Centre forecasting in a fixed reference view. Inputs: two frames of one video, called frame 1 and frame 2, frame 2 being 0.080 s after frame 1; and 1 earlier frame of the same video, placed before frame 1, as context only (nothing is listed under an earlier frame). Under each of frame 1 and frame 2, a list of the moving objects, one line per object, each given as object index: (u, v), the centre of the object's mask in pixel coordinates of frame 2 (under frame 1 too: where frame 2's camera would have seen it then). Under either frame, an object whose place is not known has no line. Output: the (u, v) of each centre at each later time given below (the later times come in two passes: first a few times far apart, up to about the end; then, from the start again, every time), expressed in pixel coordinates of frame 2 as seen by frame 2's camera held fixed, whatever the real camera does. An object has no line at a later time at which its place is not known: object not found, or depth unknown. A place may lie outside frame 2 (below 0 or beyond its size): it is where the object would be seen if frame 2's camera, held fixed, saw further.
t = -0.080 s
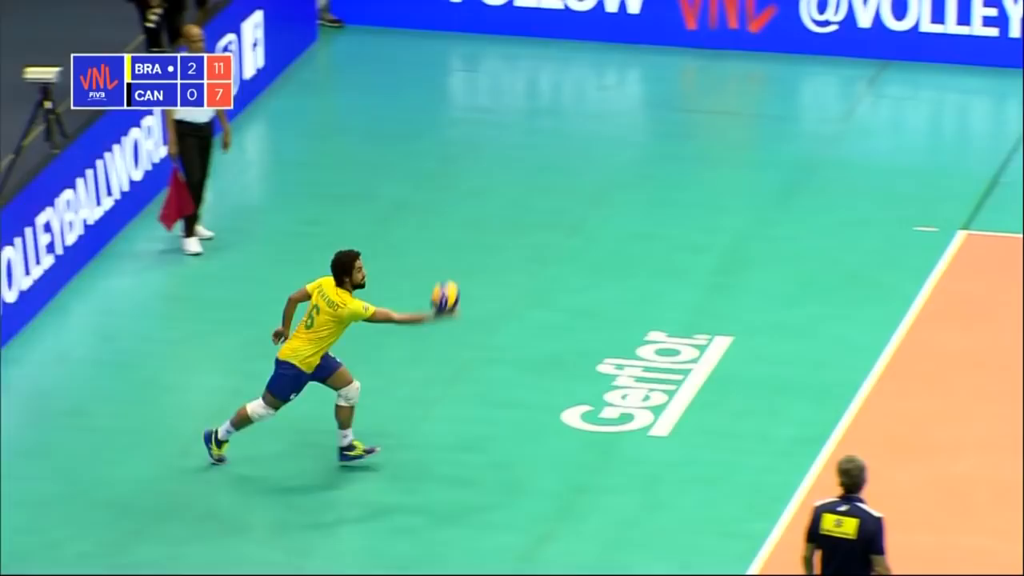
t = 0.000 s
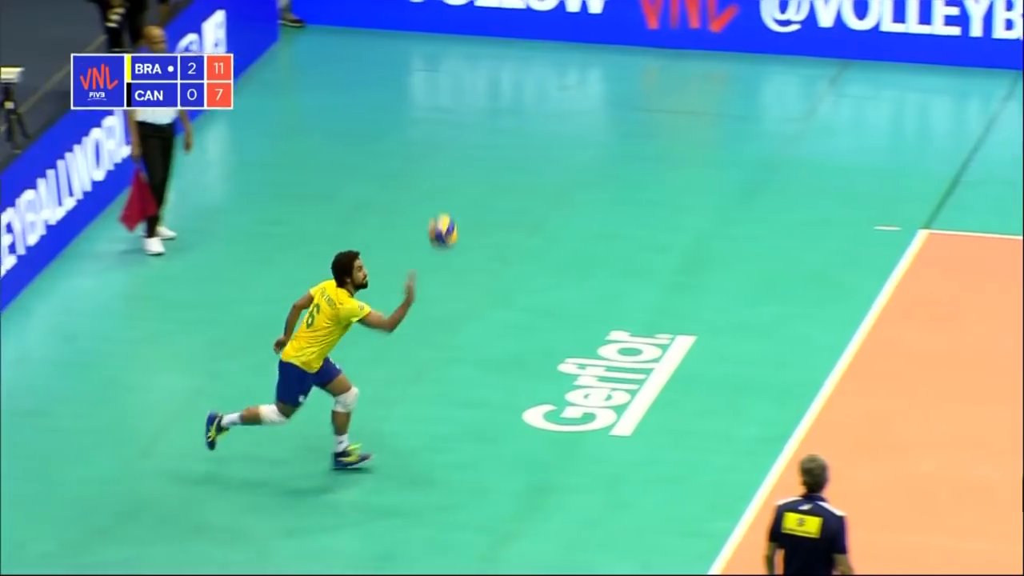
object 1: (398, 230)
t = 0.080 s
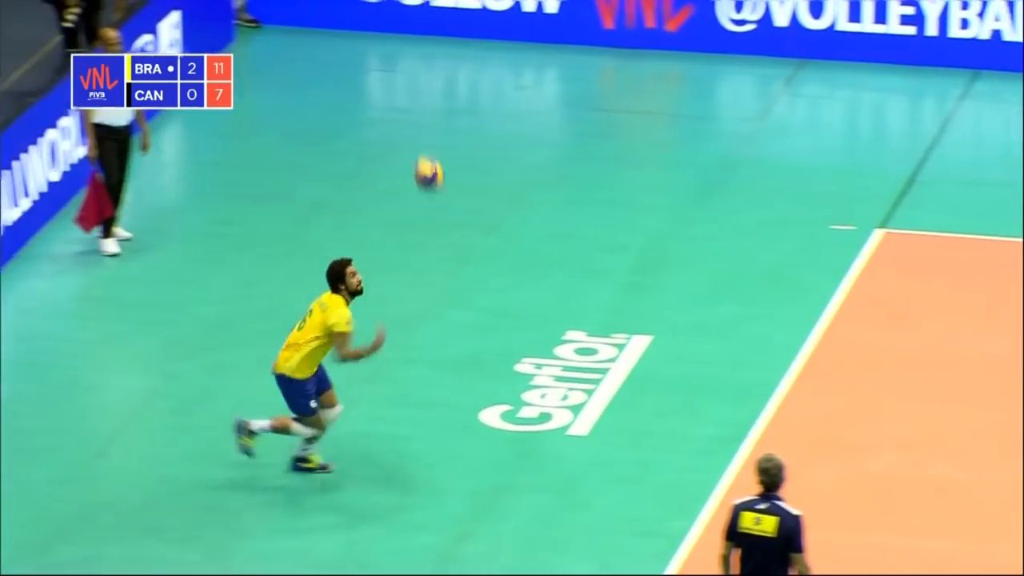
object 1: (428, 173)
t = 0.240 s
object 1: (490, 84)
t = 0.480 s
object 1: (585, 12)
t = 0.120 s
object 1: (444, 147)
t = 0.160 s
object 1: (460, 125)
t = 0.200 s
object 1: (475, 103)
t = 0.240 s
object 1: (490, 84)
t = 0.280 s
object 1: (506, 66)
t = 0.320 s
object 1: (521, 52)
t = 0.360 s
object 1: (537, 41)
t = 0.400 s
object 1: (553, 29)
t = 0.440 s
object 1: (569, 20)
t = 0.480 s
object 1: (585, 12)
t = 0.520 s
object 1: (600, 8)
